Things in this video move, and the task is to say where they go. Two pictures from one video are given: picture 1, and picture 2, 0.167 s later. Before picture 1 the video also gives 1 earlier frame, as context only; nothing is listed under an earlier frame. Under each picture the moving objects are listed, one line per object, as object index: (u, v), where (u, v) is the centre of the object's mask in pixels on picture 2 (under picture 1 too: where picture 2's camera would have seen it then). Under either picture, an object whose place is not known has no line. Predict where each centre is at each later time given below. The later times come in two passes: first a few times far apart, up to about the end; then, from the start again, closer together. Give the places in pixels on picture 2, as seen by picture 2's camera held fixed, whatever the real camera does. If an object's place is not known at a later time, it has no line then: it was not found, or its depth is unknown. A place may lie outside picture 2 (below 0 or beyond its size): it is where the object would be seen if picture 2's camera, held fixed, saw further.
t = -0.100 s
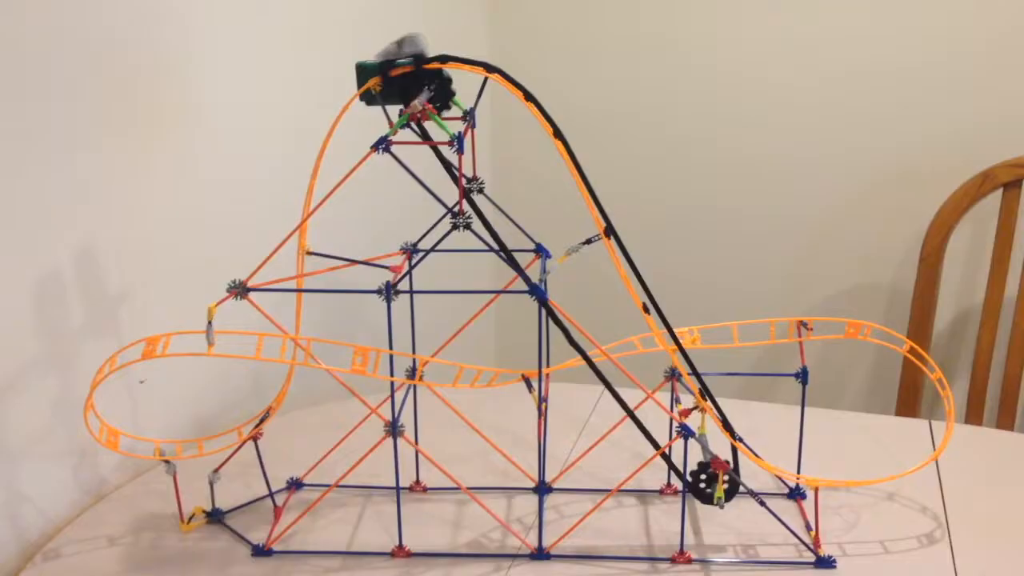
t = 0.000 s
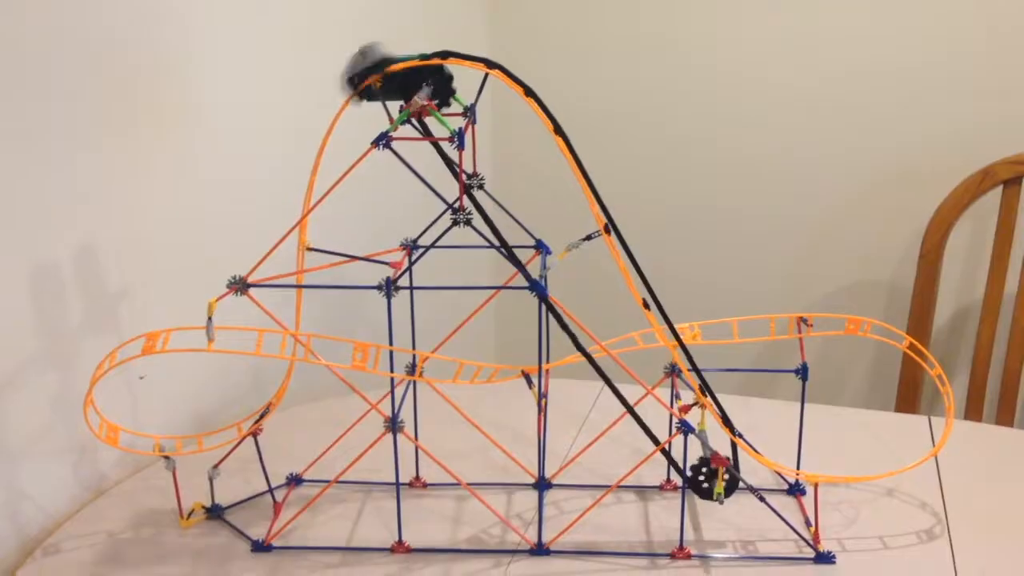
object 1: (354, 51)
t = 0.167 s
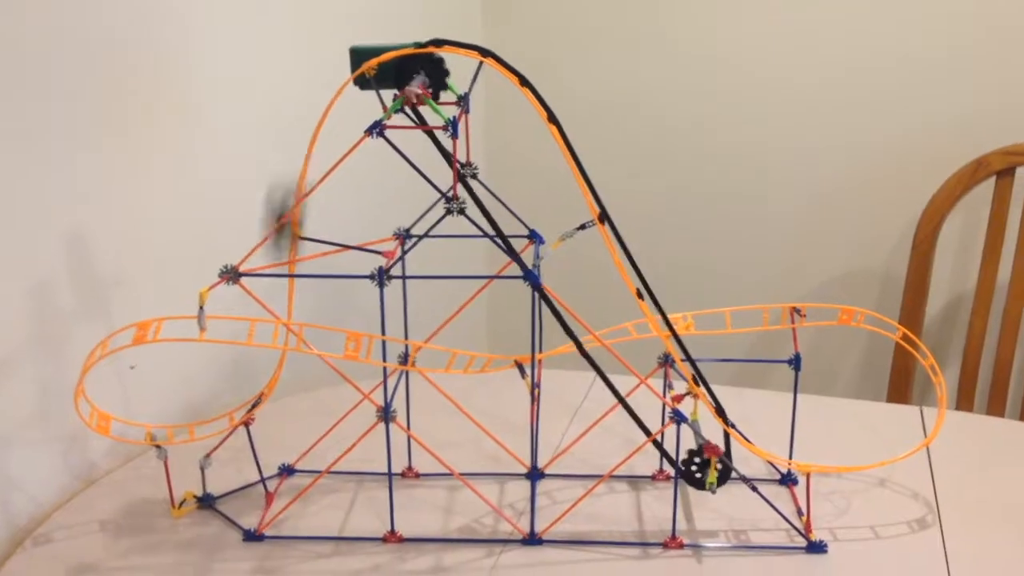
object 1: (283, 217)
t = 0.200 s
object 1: (280, 280)
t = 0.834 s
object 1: (412, 352)
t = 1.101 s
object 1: (618, 328)
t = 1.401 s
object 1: (805, 319)
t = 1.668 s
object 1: (914, 385)
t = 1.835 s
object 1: (804, 450)
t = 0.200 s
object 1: (280, 280)
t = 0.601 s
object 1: (234, 334)
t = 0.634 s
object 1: (254, 334)
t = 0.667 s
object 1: (278, 339)
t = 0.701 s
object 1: (305, 340)
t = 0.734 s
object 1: (333, 344)
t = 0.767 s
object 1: (354, 347)
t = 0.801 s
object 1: (387, 351)
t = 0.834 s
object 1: (412, 352)
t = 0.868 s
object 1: (443, 355)
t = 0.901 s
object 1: (469, 357)
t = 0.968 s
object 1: (520, 348)
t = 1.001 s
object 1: (544, 345)
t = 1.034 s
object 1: (561, 338)
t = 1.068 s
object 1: (595, 332)
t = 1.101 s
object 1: (618, 328)
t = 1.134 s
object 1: (632, 322)
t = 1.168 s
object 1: (667, 320)
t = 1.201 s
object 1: (688, 317)
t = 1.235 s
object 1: (707, 319)
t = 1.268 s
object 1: (724, 319)
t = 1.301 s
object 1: (747, 318)
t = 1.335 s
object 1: (769, 318)
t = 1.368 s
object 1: (789, 318)
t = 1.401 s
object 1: (805, 319)
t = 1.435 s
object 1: (819, 320)
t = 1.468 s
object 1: (832, 322)
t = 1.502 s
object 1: (847, 324)
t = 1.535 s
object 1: (861, 327)
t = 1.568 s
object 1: (875, 336)
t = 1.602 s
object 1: (891, 350)
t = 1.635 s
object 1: (905, 368)
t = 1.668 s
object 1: (914, 385)
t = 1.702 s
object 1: (918, 413)
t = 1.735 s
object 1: (906, 431)
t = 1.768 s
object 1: (873, 447)
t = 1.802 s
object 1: (836, 452)
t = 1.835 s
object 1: (804, 450)
